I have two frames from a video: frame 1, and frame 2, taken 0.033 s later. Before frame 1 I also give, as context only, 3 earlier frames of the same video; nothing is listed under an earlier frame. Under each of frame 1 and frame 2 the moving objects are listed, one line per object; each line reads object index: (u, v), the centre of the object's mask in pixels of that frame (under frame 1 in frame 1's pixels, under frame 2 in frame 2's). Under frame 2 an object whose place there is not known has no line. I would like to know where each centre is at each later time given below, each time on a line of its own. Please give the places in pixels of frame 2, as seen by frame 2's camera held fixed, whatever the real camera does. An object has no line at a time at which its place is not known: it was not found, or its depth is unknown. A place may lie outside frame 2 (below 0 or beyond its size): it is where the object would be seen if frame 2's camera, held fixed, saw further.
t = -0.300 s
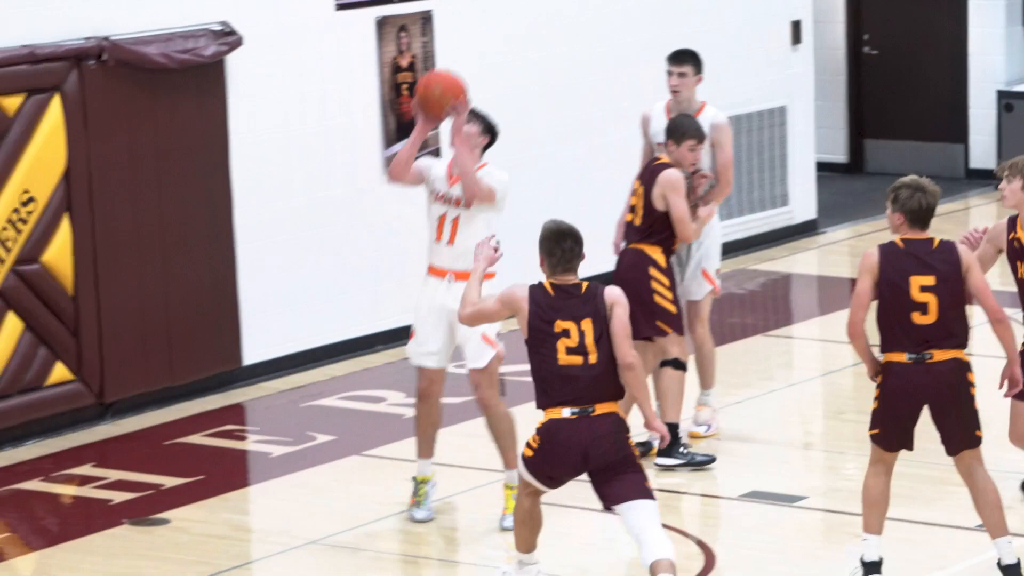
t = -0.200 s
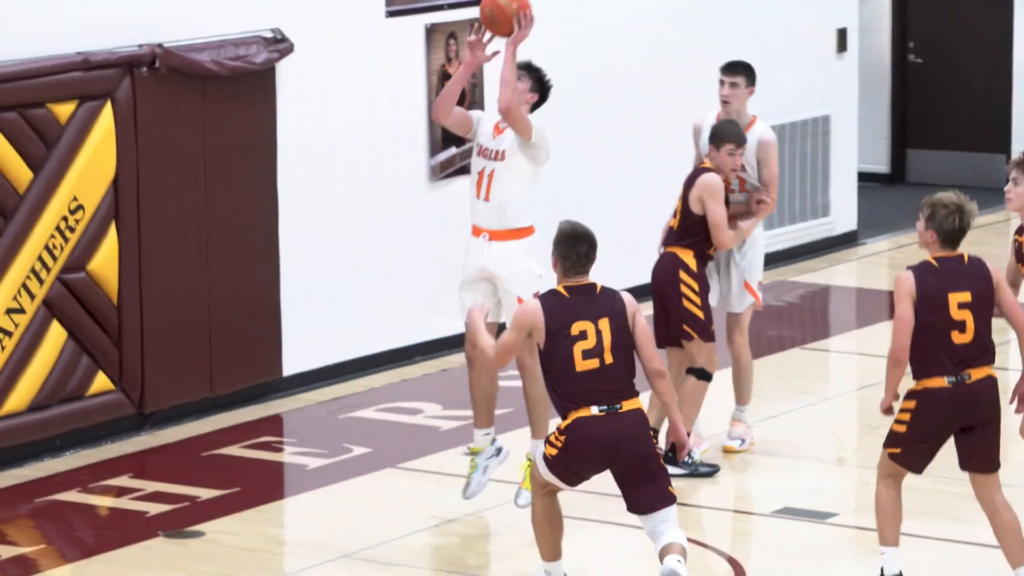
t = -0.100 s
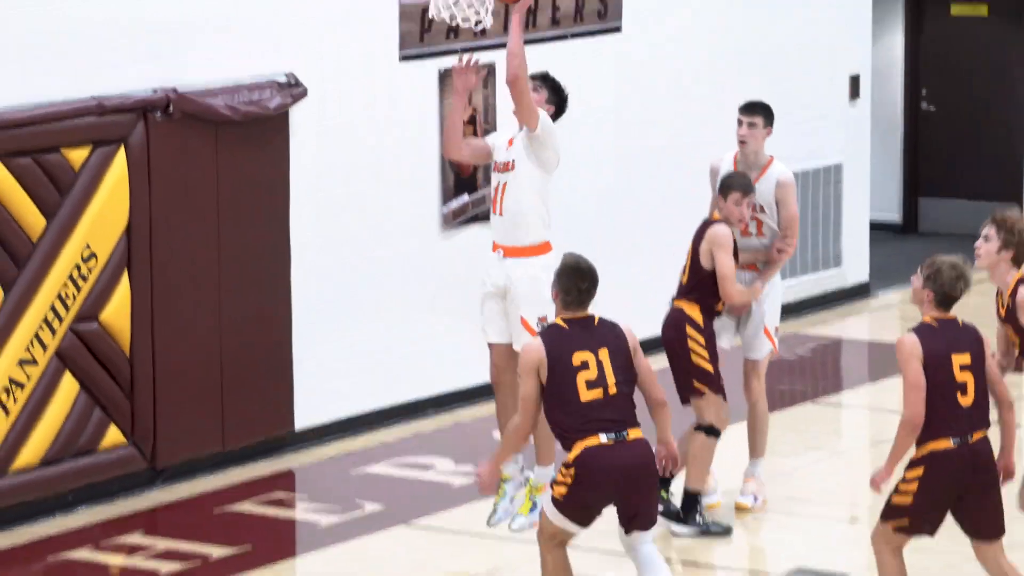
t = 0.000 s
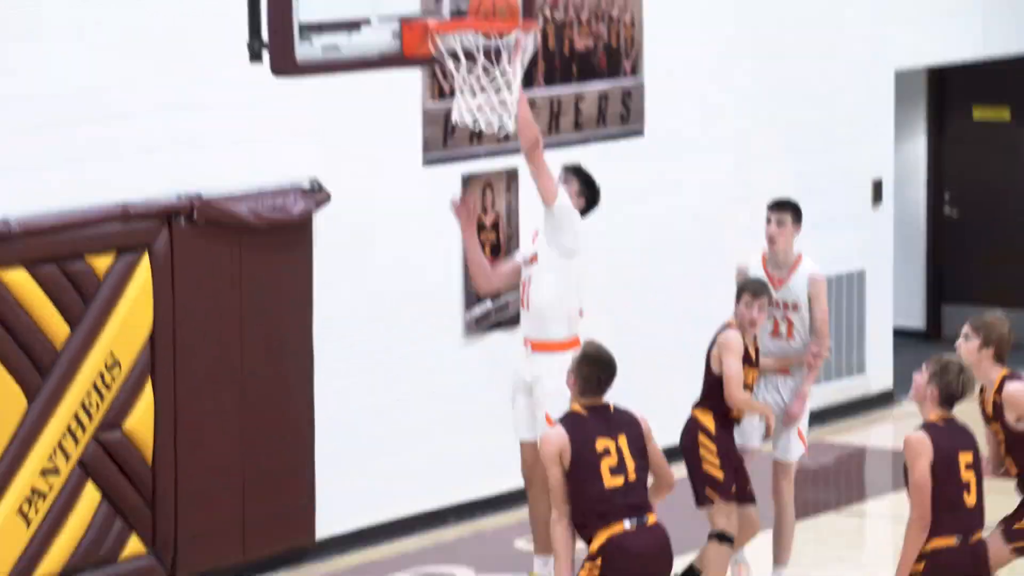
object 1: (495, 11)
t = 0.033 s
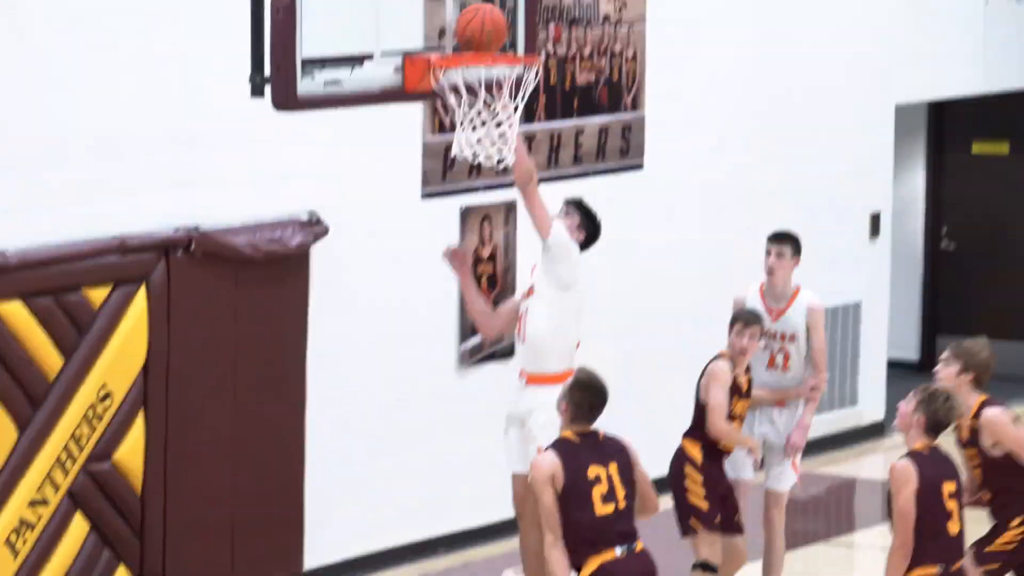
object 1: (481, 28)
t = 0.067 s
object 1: (476, 20)
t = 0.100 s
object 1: (476, 19)
